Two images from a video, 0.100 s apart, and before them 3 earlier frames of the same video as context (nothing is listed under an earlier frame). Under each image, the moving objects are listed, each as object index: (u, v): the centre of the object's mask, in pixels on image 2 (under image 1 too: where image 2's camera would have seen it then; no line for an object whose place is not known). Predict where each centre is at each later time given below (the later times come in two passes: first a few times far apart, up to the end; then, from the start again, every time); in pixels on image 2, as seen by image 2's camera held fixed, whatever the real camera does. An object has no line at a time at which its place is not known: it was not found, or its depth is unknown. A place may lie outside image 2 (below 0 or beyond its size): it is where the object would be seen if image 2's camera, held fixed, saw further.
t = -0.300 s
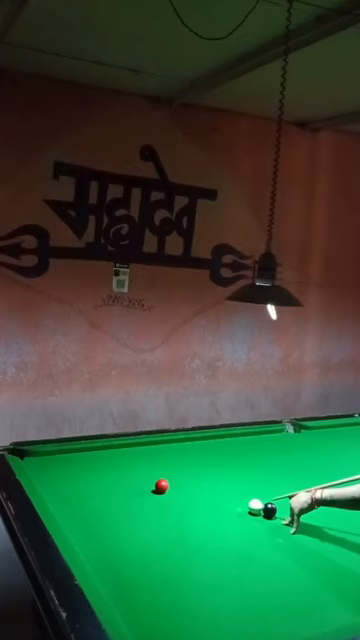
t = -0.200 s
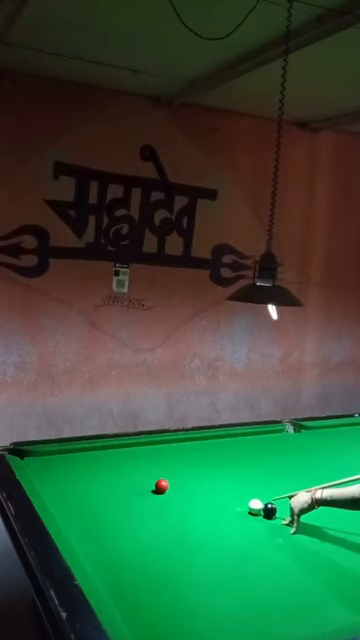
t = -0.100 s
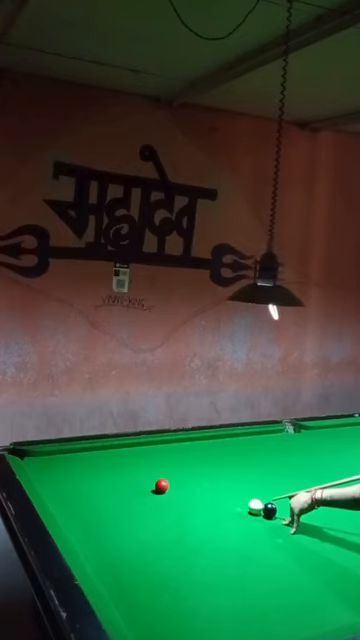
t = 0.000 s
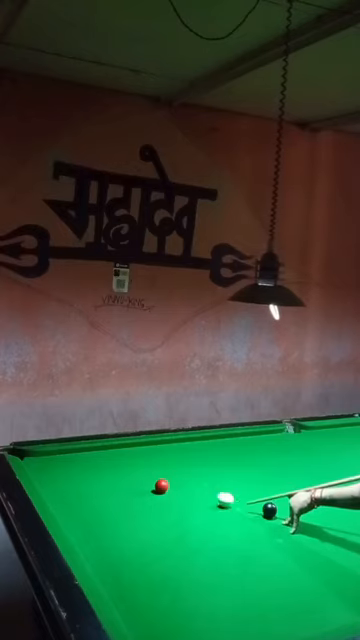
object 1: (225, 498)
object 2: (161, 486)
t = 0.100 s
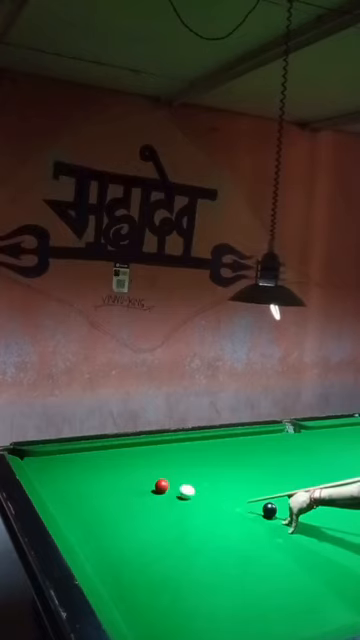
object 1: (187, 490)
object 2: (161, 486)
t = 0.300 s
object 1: (166, 487)
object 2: (121, 476)
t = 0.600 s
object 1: (141, 485)
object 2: (68, 463)
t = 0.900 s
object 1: (119, 482)
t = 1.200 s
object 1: (100, 479)
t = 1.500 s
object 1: (83, 478)
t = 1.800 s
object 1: (69, 476)
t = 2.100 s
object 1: (57, 474)
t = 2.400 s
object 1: (49, 473)
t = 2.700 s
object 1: (42, 472)
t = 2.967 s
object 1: (39, 472)
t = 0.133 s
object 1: (175, 488)
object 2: (161, 486)
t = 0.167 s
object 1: (174, 488)
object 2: (152, 483)
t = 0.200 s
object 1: (173, 488)
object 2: (143, 481)
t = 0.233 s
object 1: (171, 488)
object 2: (136, 479)
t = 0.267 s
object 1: (167, 488)
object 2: (125, 477)
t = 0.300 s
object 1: (166, 487)
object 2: (121, 476)
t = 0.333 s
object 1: (163, 487)
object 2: (116, 475)
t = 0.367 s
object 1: (160, 487)
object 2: (109, 473)
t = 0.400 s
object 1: (157, 487)
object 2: (103, 472)
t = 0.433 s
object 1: (155, 486)
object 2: (97, 470)
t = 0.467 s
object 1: (152, 486)
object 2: (91, 469)
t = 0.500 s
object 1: (149, 486)
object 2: (85, 467)
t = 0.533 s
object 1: (146, 486)
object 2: (80, 466)
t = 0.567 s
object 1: (143, 485)
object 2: (73, 465)
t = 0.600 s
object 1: (141, 485)
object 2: (68, 463)
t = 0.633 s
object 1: (138, 485)
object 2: (62, 462)
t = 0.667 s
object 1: (136, 484)
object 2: (57, 461)
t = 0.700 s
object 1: (133, 484)
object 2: (52, 459)
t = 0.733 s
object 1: (131, 484)
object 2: (46, 458)
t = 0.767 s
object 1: (128, 483)
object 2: (41, 457)
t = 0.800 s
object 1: (126, 483)
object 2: (37, 455)
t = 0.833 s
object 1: (124, 482)
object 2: (31, 454)
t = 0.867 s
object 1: (121, 482)
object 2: (28, 454)
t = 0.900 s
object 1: (119, 482)
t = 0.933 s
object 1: (117, 482)
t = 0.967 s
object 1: (114, 482)
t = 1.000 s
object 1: (112, 481)
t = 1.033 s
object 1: (110, 481)
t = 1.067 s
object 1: (108, 481)
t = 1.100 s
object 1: (106, 480)
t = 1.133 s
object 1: (104, 480)
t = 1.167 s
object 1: (102, 480)
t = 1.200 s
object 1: (100, 479)
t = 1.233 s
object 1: (98, 479)
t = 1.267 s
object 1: (96, 479)
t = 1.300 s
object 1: (94, 479)
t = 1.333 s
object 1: (92, 479)
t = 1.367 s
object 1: (90, 478)
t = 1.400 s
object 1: (88, 478)
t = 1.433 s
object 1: (87, 478)
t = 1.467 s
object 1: (85, 478)
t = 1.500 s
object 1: (83, 478)
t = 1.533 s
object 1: (82, 477)
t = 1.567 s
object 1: (80, 477)
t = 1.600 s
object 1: (78, 477)
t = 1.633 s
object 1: (77, 477)
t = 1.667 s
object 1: (75, 477)
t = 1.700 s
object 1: (74, 477)
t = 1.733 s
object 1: (72, 476)
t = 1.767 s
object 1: (71, 476)
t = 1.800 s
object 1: (69, 476)
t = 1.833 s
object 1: (68, 476)
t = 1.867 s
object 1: (66, 476)
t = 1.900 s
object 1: (65, 475)
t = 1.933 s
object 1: (64, 475)
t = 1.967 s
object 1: (62, 475)
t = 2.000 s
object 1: (61, 475)
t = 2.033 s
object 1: (60, 475)
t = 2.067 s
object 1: (59, 474)
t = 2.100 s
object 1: (57, 474)
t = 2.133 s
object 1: (56, 474)
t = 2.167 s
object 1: (55, 474)
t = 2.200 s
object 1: (54, 474)
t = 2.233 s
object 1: (53, 474)
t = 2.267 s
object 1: (52, 474)
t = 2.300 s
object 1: (51, 474)
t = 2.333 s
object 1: (50, 473)
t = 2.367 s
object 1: (49, 473)
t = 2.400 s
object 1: (49, 473)
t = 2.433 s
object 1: (48, 473)
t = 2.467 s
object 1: (47, 473)
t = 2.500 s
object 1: (46, 473)
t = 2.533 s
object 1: (45, 473)
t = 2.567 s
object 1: (44, 473)
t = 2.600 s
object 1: (44, 473)
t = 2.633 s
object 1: (43, 473)
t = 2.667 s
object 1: (43, 472)
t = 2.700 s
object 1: (42, 472)
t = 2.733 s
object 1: (41, 472)
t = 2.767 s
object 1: (41, 472)
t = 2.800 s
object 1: (41, 472)
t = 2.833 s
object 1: (40, 472)
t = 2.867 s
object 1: (40, 472)
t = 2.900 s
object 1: (39, 472)
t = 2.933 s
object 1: (39, 472)
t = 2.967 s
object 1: (39, 472)
